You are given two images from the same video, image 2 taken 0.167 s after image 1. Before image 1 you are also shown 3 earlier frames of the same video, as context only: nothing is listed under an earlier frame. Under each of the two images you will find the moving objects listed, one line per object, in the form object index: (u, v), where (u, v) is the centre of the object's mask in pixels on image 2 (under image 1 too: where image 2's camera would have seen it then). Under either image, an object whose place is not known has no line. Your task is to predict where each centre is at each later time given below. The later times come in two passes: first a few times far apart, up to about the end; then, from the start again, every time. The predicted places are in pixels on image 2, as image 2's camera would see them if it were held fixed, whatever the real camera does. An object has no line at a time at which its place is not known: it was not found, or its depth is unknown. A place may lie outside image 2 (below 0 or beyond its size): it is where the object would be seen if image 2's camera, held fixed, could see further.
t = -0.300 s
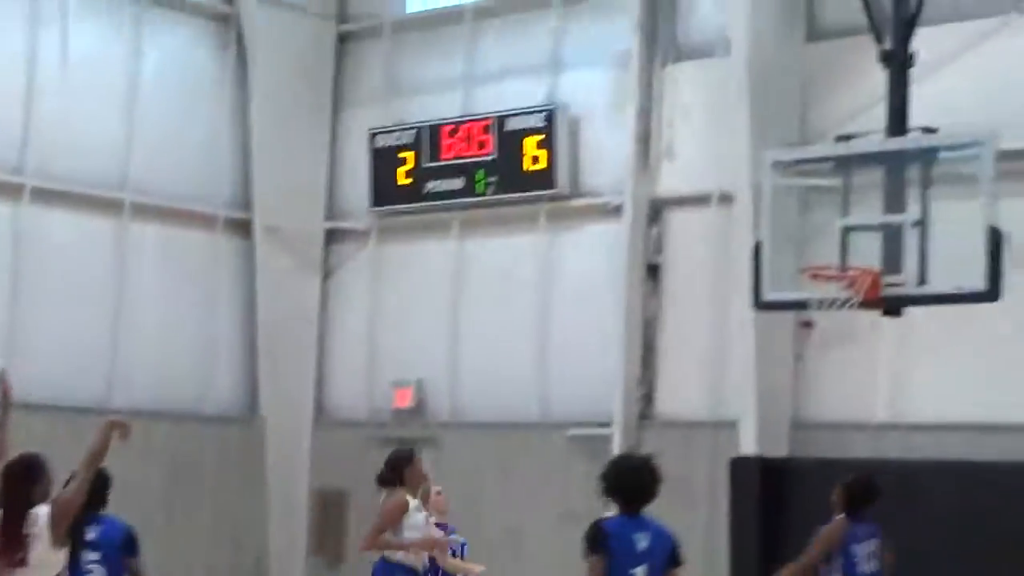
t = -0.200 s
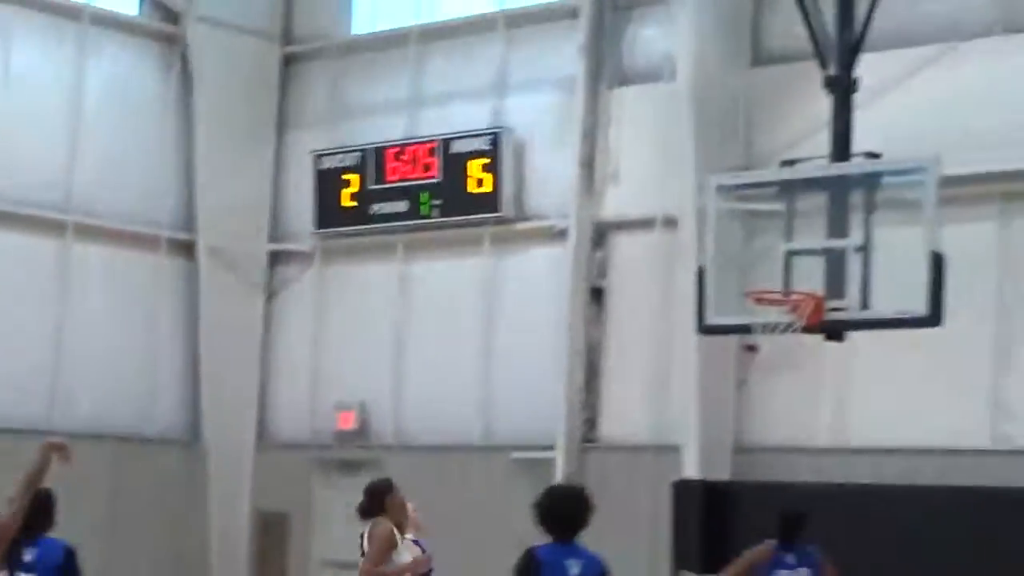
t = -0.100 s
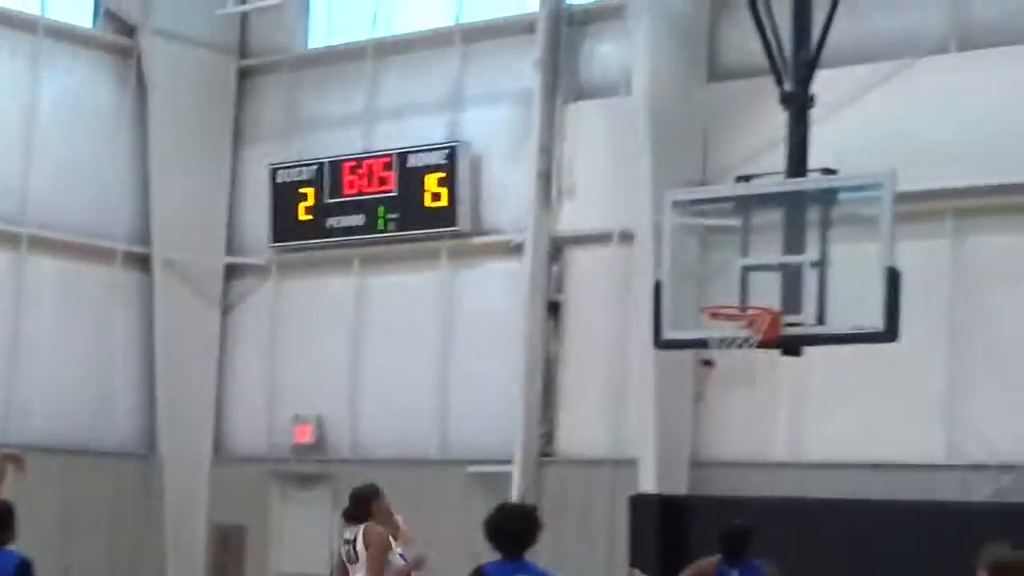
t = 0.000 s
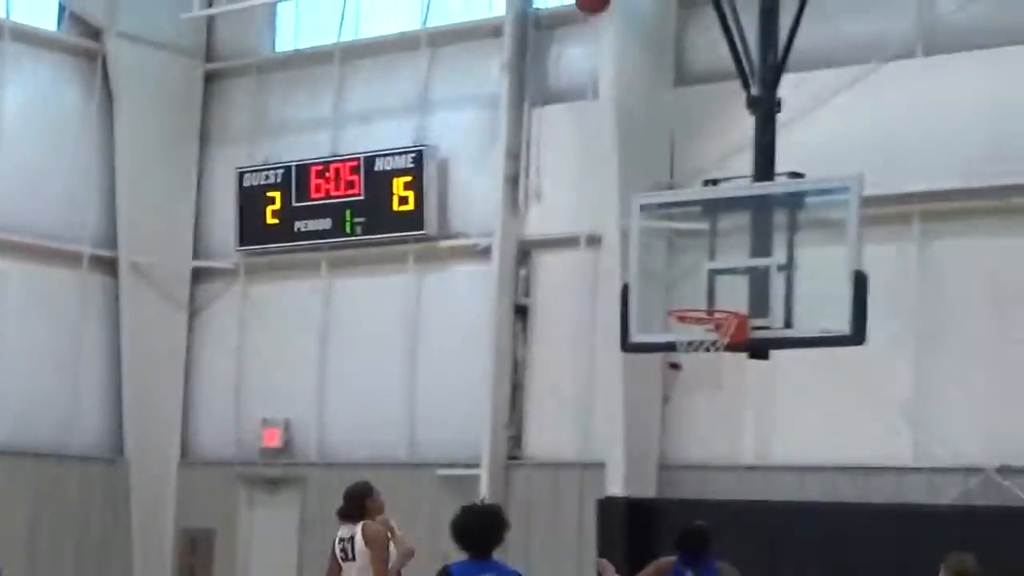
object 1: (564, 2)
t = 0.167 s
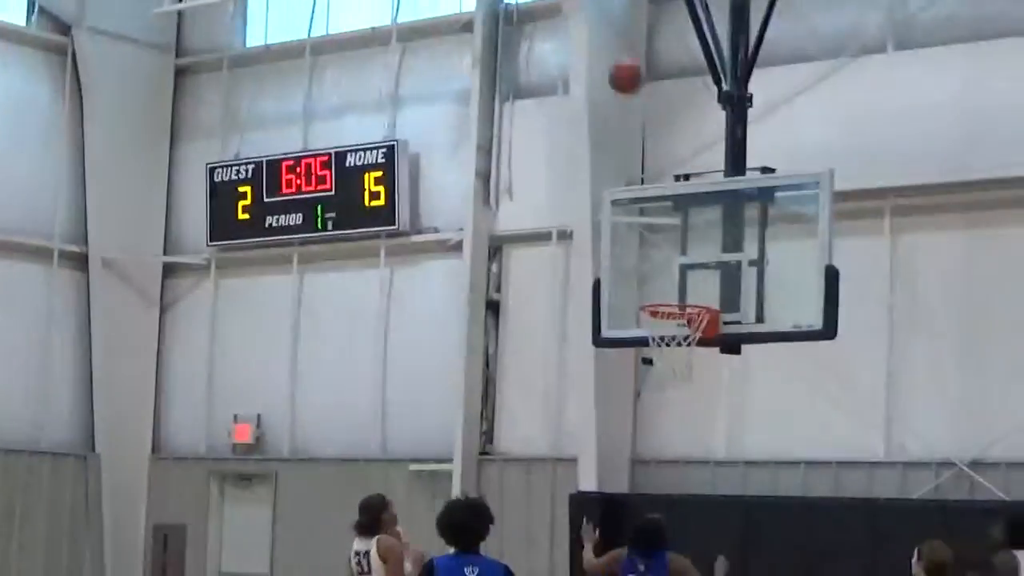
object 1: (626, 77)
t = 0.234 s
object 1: (648, 121)
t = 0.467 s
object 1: (670, 278)
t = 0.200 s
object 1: (636, 99)
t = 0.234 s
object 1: (648, 121)
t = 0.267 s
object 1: (658, 143)
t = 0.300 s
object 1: (669, 169)
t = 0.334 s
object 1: (680, 195)
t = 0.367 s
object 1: (688, 219)
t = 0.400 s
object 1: (696, 245)
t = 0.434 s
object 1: (681, 260)
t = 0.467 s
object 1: (670, 278)
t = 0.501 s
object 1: (656, 299)
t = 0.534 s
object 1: (663, 296)
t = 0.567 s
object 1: (682, 291)
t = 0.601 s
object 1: (699, 291)
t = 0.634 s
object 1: (715, 288)
